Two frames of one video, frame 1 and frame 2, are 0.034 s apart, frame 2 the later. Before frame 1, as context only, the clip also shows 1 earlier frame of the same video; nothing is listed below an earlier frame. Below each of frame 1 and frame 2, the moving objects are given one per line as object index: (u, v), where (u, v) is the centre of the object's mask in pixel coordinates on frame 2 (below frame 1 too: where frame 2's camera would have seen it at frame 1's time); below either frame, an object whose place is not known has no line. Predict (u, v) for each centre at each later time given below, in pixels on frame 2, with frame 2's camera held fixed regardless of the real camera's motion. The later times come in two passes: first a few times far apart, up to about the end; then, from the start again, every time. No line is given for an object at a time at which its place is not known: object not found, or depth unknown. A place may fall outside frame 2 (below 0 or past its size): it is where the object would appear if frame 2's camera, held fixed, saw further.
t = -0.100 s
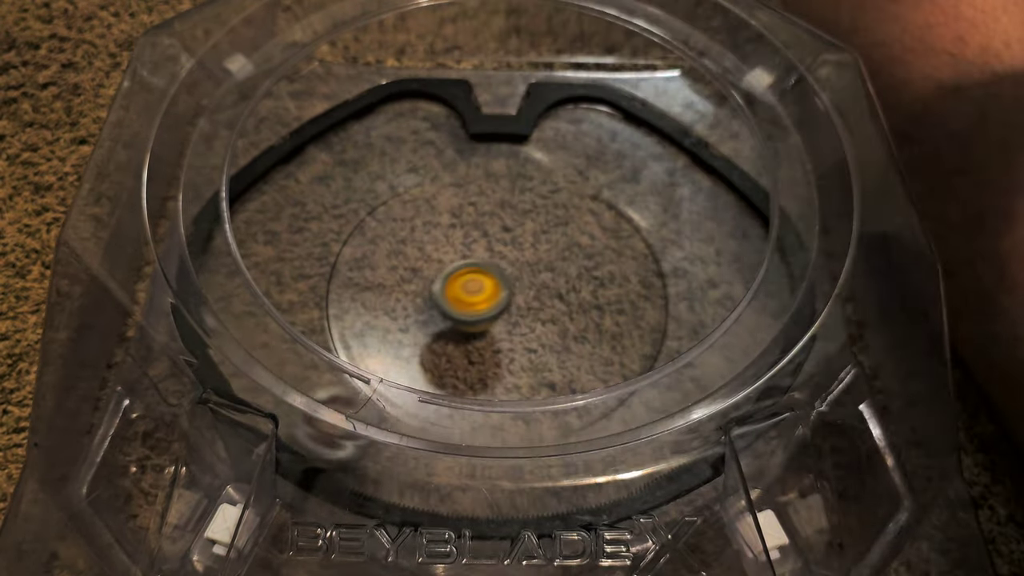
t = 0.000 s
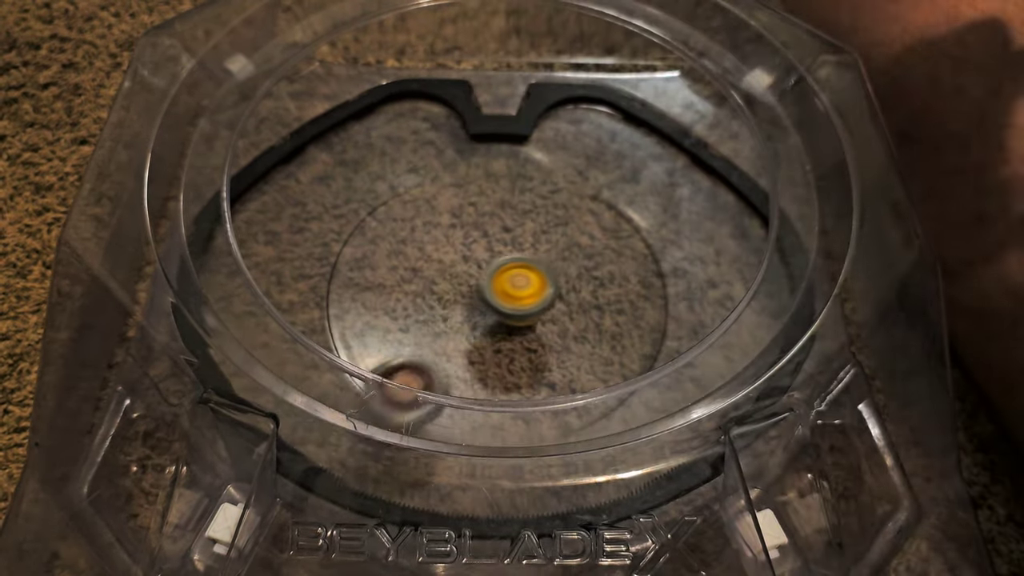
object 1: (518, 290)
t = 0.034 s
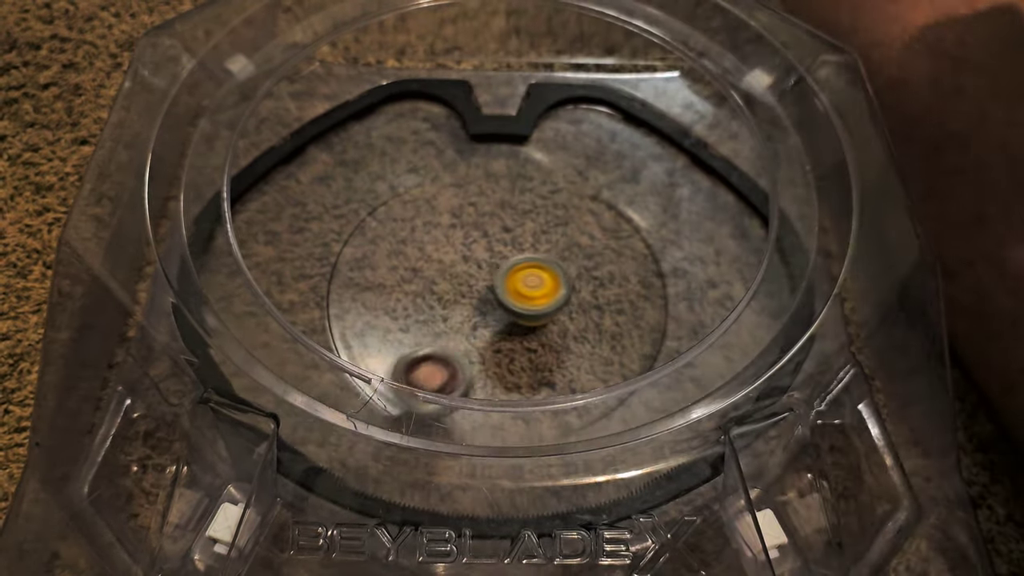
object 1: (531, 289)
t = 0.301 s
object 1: (612, 132)
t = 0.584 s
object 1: (321, 285)
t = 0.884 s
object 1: (451, 362)
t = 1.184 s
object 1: (701, 208)
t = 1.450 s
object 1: (585, 123)
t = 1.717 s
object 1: (463, 226)
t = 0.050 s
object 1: (537, 289)
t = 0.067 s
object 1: (541, 289)
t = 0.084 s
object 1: (546, 289)
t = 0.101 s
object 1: (547, 289)
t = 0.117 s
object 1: (550, 289)
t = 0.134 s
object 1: (585, 264)
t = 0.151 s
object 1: (636, 228)
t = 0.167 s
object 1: (683, 196)
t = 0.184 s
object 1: (727, 161)
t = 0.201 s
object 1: (728, 141)
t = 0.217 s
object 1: (711, 132)
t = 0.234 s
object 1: (692, 127)
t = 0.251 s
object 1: (673, 124)
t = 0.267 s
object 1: (655, 124)
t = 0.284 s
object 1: (634, 128)
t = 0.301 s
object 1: (612, 132)
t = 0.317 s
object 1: (589, 143)
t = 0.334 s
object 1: (566, 160)
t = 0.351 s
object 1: (541, 175)
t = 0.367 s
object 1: (520, 196)
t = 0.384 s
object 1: (498, 211)
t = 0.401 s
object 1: (480, 210)
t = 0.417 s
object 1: (461, 211)
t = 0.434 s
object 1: (445, 215)
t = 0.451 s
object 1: (421, 224)
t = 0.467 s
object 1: (401, 233)
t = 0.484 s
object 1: (383, 247)
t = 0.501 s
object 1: (369, 253)
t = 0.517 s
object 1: (356, 258)
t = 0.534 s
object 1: (342, 267)
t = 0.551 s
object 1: (330, 274)
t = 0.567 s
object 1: (325, 278)
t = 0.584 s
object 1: (321, 285)
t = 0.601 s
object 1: (318, 292)
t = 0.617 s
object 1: (319, 300)
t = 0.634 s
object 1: (320, 304)
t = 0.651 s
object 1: (321, 309)
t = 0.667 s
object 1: (318, 321)
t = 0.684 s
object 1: (320, 327)
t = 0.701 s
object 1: (323, 334)
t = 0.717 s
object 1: (327, 339)
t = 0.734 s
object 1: (332, 344)
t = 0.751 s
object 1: (341, 348)
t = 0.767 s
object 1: (349, 352)
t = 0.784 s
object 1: (360, 357)
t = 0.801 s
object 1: (375, 361)
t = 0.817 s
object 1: (387, 362)
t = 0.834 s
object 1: (399, 362)
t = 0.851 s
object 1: (418, 363)
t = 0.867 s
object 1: (435, 360)
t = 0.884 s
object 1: (451, 362)
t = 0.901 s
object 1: (471, 359)
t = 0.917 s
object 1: (486, 359)
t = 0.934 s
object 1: (505, 355)
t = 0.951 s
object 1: (524, 351)
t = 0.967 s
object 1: (542, 345)
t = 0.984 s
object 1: (561, 340)
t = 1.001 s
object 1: (581, 331)
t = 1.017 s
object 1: (601, 321)
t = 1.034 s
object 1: (620, 310)
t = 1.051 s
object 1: (634, 300)
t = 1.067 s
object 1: (649, 287)
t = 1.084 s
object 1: (662, 275)
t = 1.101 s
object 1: (673, 260)
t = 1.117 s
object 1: (679, 248)
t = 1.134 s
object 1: (684, 238)
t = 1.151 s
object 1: (689, 229)
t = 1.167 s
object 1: (696, 217)
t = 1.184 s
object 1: (701, 208)
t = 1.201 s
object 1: (707, 196)
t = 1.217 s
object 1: (711, 188)
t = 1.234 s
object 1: (718, 177)
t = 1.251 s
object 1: (722, 169)
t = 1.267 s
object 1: (724, 162)
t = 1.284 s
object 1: (714, 155)
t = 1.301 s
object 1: (698, 149)
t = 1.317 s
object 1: (685, 146)
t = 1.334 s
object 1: (670, 143)
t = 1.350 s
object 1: (657, 139)
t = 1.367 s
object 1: (644, 136)
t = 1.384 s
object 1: (632, 132)
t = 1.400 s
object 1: (619, 129)
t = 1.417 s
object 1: (608, 126)
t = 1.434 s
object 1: (596, 124)
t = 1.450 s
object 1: (585, 123)
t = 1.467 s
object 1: (574, 122)
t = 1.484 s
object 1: (564, 121)
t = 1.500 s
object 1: (555, 121)
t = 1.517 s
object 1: (546, 121)
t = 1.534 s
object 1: (537, 123)
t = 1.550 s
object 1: (530, 127)
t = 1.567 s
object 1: (523, 131)
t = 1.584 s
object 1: (515, 137)
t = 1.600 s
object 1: (507, 143)
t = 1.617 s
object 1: (501, 150)
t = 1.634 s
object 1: (494, 161)
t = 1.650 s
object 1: (488, 171)
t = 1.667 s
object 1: (480, 185)
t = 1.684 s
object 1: (474, 199)
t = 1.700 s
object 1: (468, 212)
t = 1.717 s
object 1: (463, 226)
